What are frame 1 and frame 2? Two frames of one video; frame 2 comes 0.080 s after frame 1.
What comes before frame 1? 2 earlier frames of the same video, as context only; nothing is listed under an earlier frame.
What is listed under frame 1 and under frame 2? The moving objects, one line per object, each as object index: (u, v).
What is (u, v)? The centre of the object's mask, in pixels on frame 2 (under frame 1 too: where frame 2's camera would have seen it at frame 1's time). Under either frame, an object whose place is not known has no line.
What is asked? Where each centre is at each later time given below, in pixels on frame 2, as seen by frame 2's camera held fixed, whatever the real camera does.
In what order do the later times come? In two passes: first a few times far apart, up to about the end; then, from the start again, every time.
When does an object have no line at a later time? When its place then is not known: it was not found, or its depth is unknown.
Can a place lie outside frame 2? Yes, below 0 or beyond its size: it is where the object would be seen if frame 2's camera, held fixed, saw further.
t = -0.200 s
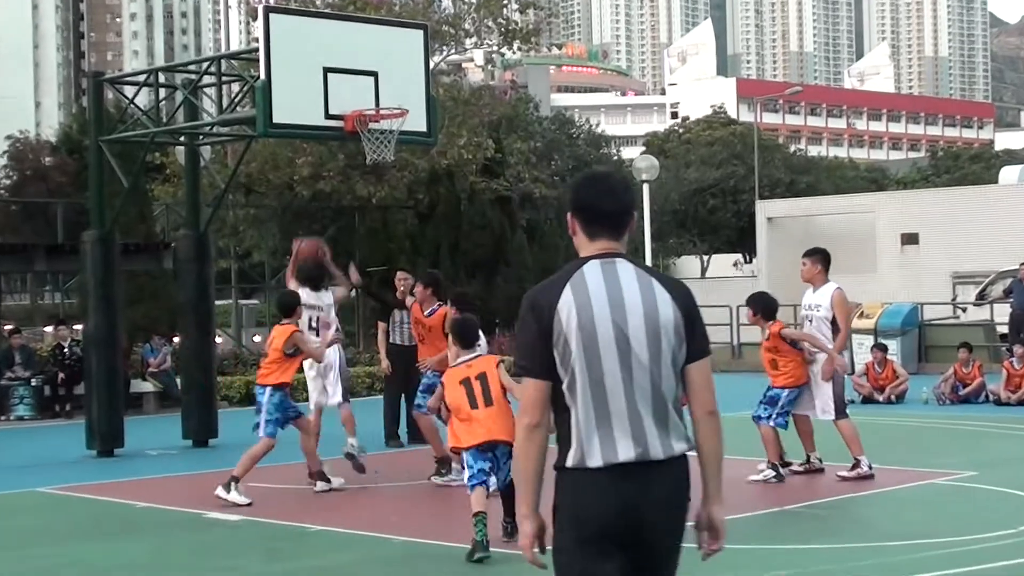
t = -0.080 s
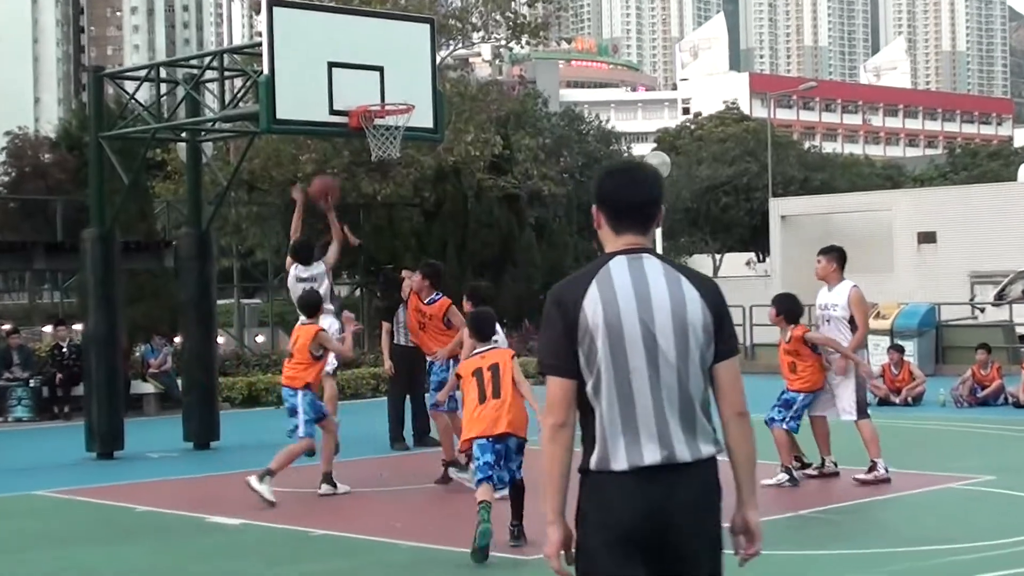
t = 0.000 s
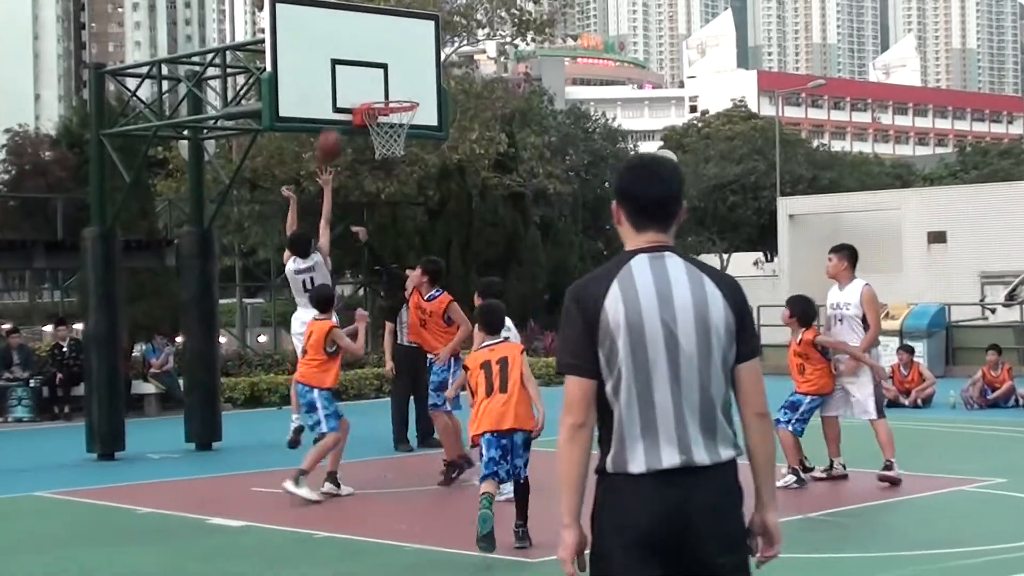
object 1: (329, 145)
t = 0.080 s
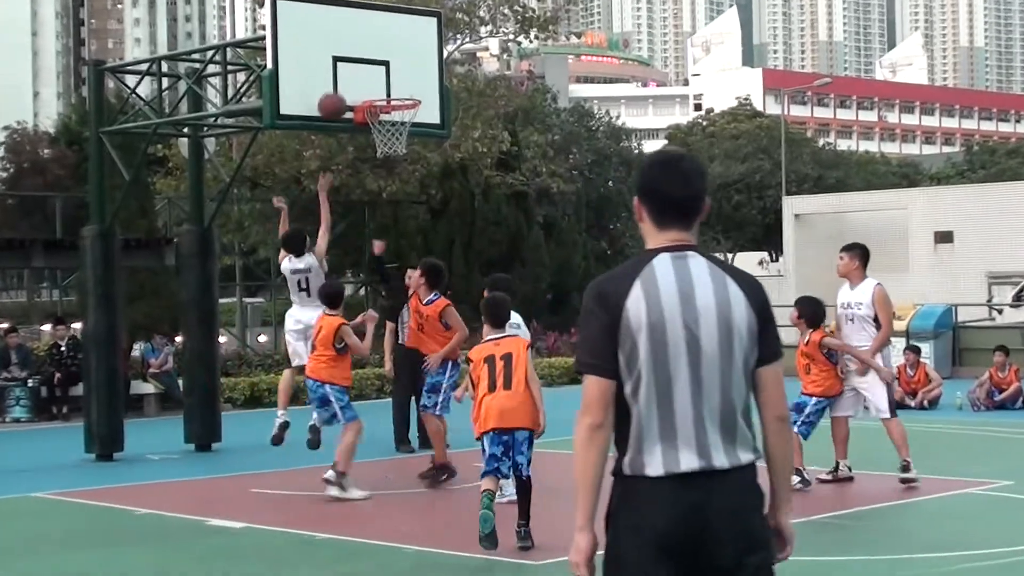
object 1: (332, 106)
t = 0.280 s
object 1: (355, 76)
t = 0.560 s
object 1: (395, 91)
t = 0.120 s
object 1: (332, 91)
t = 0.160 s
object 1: (335, 81)
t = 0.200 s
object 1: (342, 77)
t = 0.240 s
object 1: (348, 76)
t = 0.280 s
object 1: (355, 76)
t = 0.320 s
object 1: (362, 78)
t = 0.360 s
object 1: (369, 81)
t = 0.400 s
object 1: (376, 86)
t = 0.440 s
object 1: (381, 86)
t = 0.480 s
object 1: (385, 87)
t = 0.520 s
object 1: (390, 89)
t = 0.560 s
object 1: (395, 91)
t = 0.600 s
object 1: (400, 104)
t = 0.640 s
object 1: (406, 112)
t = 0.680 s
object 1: (410, 120)
